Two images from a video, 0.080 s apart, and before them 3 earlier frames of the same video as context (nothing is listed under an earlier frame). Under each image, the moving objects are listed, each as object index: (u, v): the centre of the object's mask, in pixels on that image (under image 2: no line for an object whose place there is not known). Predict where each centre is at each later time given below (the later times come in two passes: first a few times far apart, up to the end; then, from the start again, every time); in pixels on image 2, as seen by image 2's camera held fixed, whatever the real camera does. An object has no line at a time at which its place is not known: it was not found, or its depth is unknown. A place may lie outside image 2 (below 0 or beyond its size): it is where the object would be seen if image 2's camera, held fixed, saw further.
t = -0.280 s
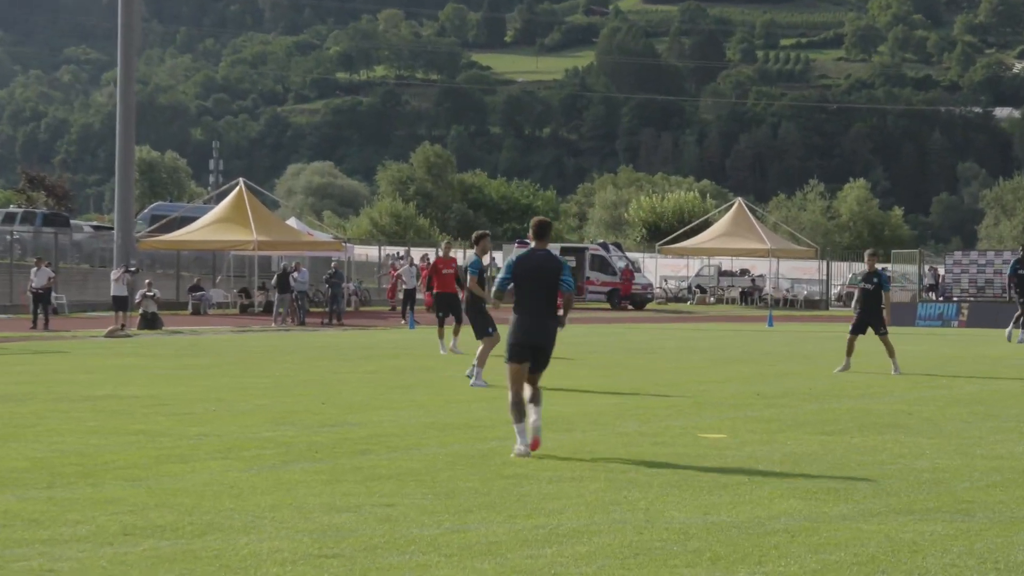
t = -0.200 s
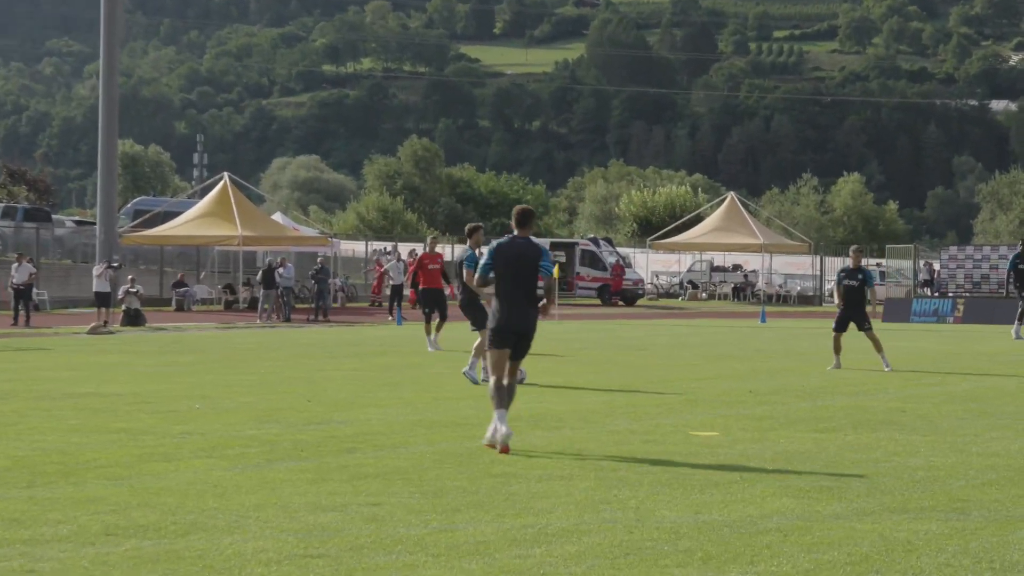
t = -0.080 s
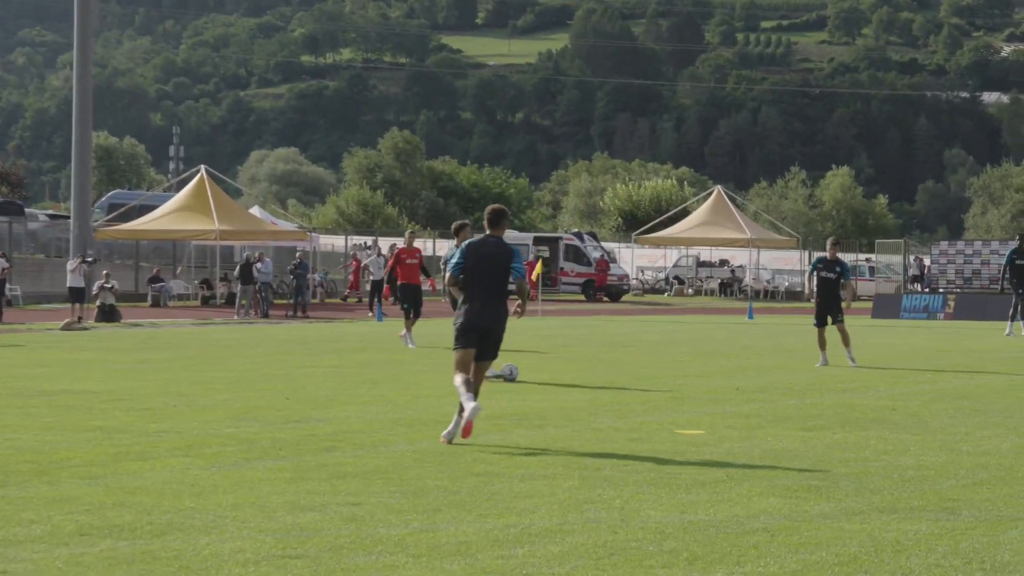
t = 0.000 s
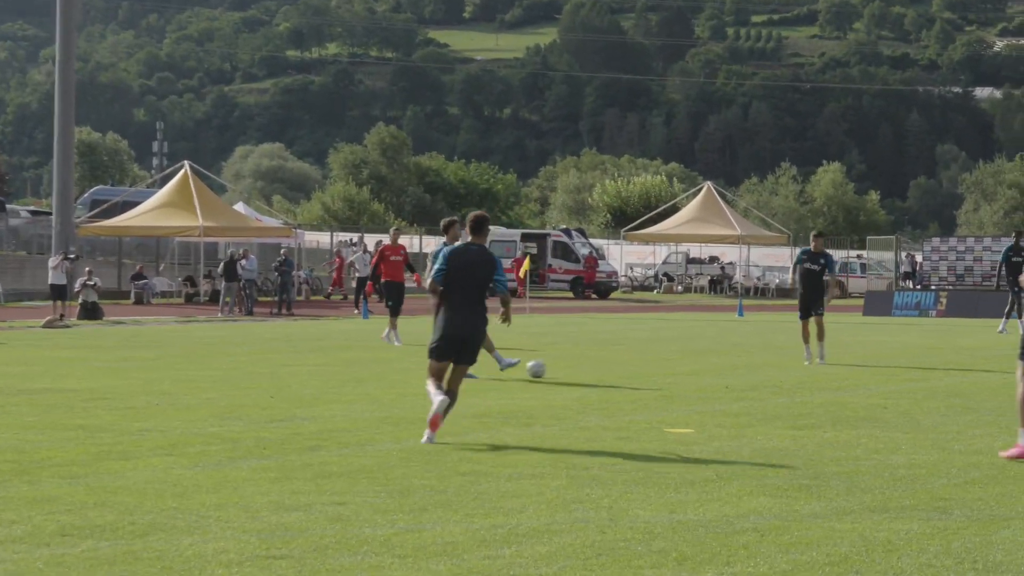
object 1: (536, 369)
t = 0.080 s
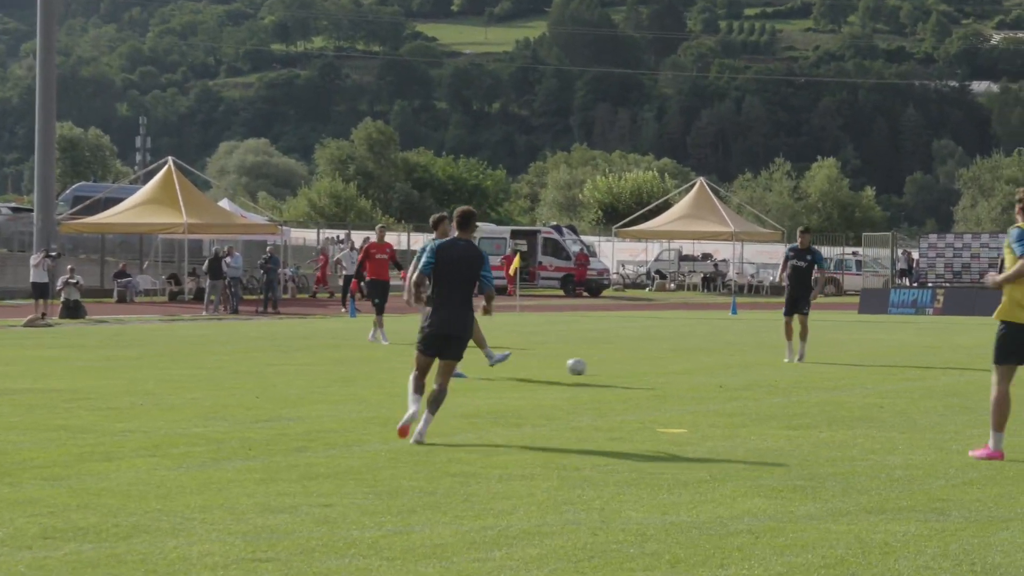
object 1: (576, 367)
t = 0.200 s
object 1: (639, 368)
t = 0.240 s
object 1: (659, 369)
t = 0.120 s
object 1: (598, 367)
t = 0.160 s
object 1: (619, 367)
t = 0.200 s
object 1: (639, 368)
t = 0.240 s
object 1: (659, 369)
